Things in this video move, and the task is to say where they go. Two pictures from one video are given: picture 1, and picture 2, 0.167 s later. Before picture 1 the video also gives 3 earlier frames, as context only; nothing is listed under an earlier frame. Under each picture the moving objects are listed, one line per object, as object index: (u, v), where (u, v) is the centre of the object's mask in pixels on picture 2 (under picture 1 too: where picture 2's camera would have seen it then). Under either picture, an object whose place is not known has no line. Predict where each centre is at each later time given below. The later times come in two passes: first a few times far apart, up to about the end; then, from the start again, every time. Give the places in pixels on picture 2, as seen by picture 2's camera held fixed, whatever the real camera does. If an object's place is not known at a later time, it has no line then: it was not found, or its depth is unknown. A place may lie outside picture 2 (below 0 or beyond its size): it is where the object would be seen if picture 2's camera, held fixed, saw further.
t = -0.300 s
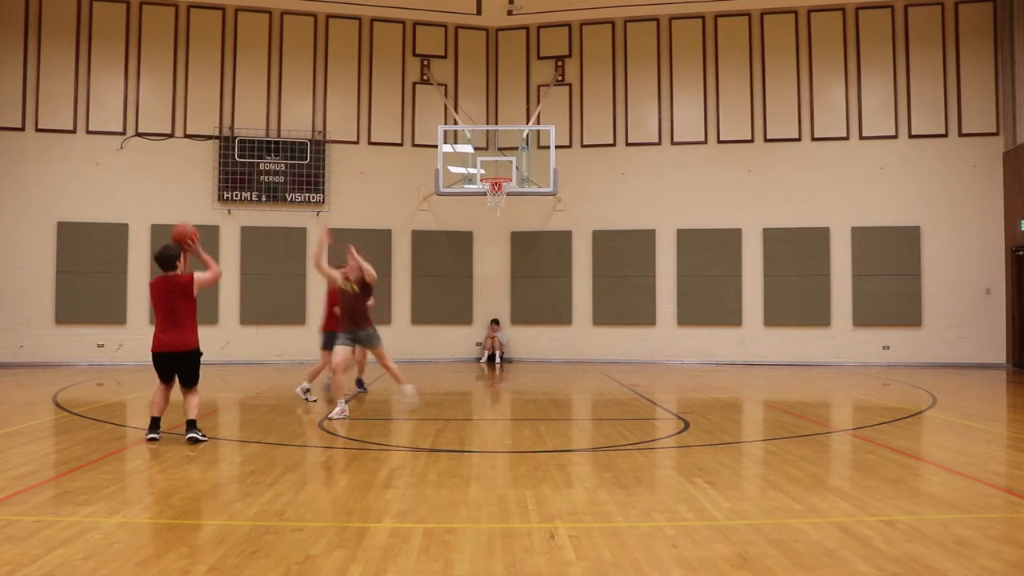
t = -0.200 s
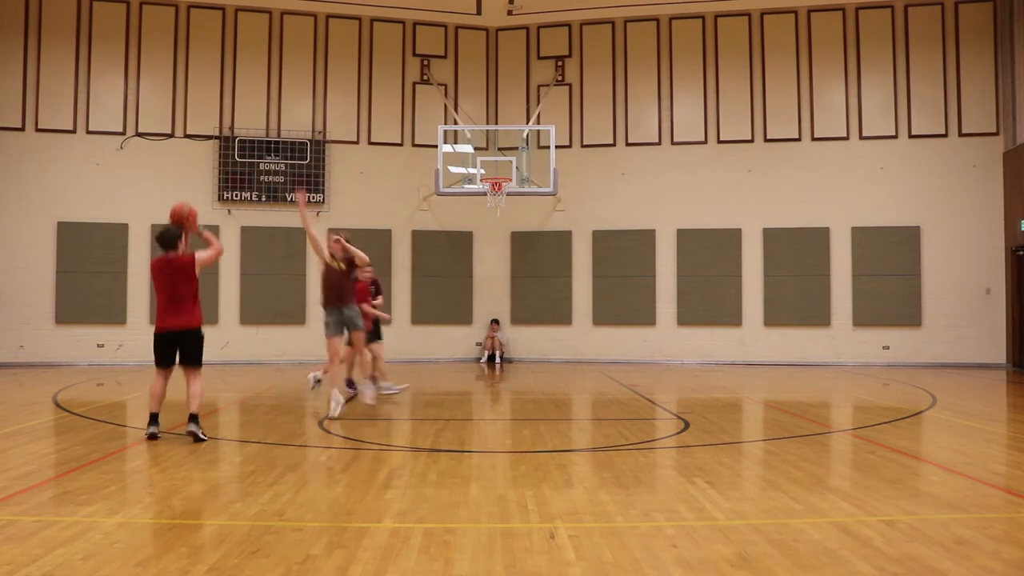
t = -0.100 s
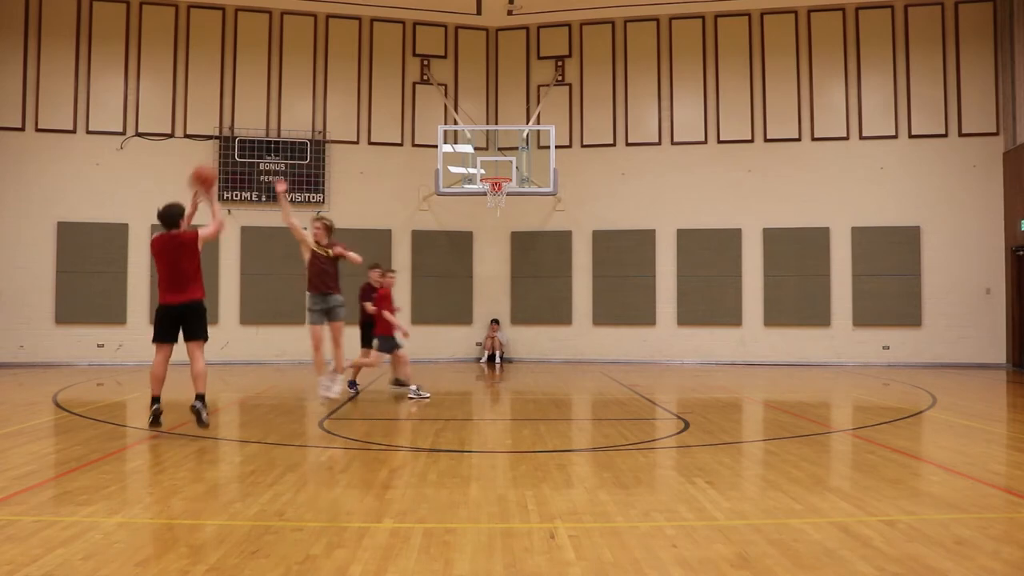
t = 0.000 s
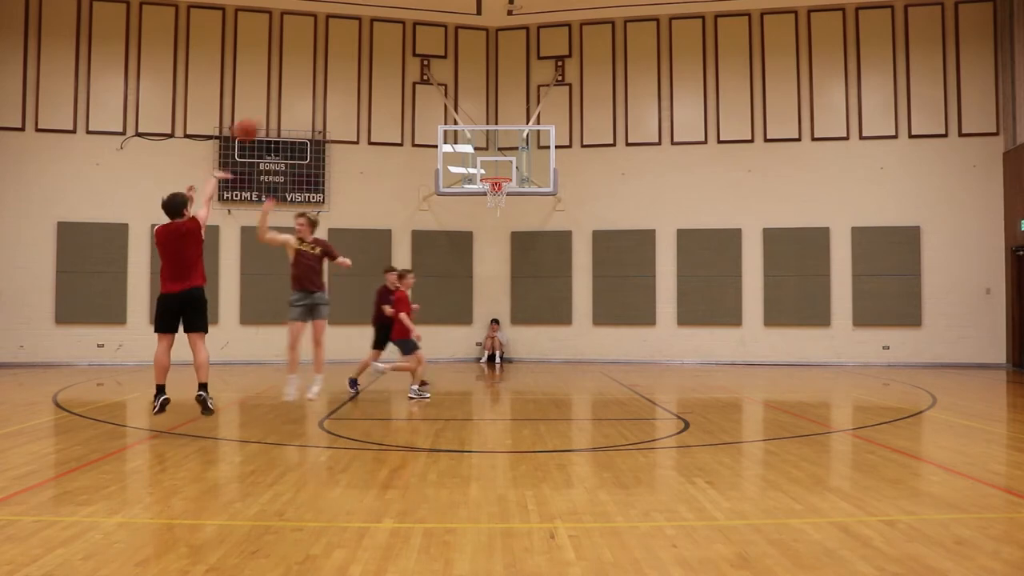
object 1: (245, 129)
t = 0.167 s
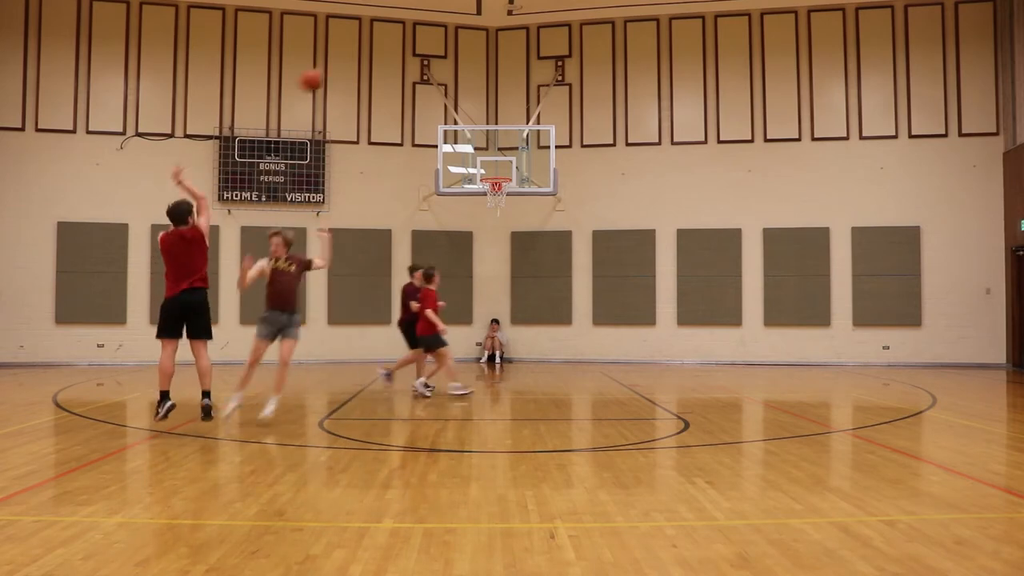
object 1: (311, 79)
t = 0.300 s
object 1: (354, 63)
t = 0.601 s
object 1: (428, 81)
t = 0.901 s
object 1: (484, 152)
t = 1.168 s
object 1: (491, 227)
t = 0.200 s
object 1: (323, 73)
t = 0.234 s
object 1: (334, 69)
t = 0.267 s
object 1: (344, 66)
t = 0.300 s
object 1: (354, 63)
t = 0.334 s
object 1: (363, 62)
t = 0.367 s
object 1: (373, 61)
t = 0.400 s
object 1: (381, 62)
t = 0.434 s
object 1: (390, 63)
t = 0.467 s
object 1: (398, 66)
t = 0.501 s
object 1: (406, 68)
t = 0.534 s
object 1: (414, 72)
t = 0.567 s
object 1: (421, 76)
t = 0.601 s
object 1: (428, 81)
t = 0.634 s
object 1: (436, 87)
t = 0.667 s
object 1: (442, 93)
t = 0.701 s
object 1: (449, 100)
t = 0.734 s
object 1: (455, 108)
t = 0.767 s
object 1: (462, 115)
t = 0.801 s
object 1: (467, 123)
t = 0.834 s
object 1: (473, 133)
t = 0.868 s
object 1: (479, 142)
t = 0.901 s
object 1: (484, 152)
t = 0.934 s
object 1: (491, 163)
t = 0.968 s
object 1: (495, 172)
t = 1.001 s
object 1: (498, 185)
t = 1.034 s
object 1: (498, 196)
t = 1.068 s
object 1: (498, 200)
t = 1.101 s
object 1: (496, 209)
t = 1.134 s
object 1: (494, 218)
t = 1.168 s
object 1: (491, 227)
